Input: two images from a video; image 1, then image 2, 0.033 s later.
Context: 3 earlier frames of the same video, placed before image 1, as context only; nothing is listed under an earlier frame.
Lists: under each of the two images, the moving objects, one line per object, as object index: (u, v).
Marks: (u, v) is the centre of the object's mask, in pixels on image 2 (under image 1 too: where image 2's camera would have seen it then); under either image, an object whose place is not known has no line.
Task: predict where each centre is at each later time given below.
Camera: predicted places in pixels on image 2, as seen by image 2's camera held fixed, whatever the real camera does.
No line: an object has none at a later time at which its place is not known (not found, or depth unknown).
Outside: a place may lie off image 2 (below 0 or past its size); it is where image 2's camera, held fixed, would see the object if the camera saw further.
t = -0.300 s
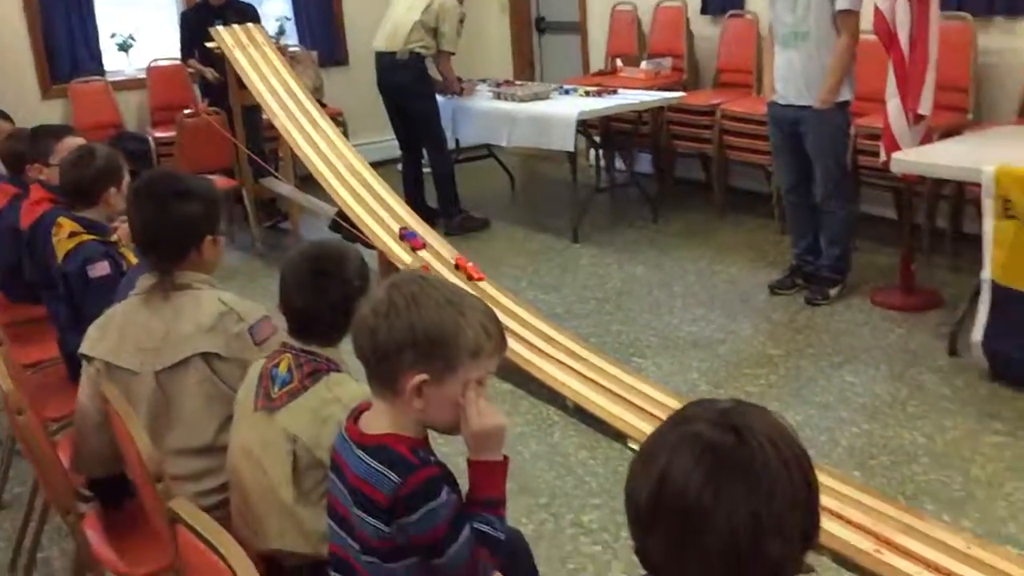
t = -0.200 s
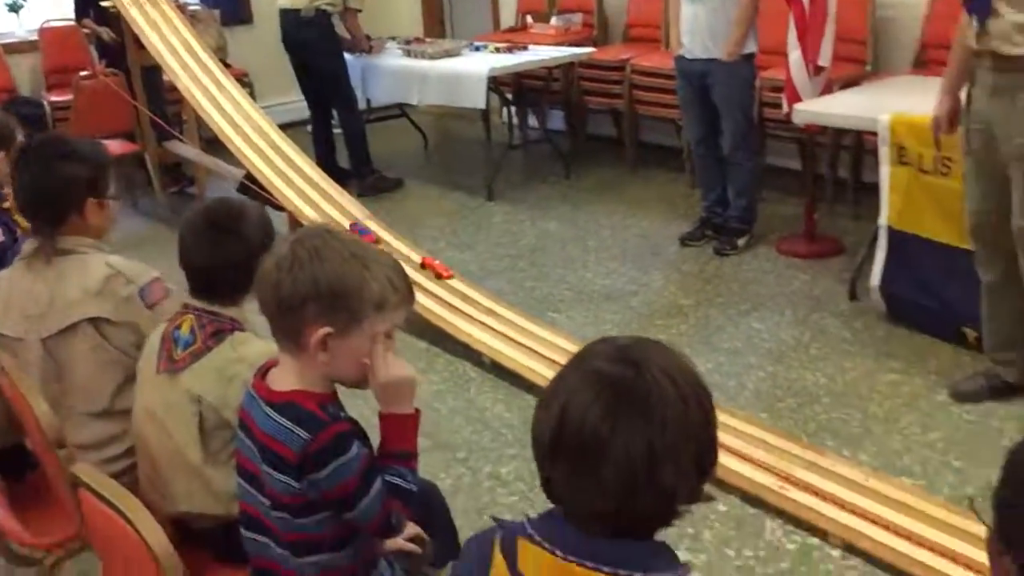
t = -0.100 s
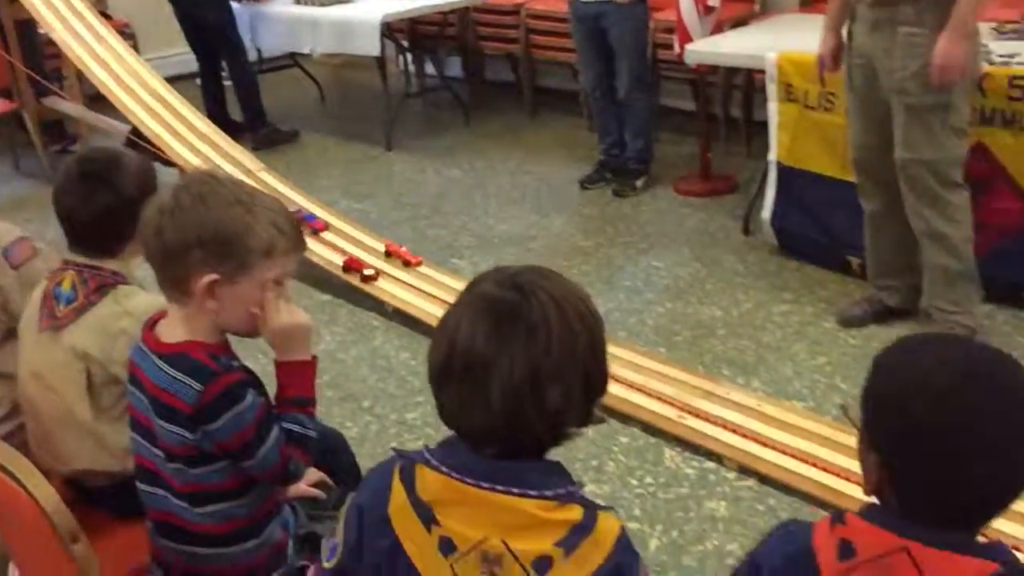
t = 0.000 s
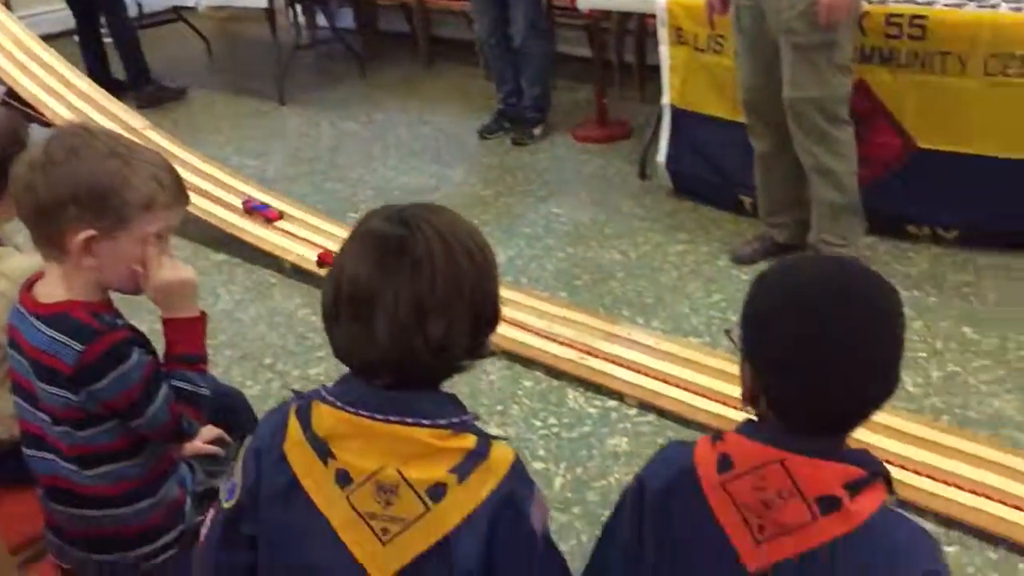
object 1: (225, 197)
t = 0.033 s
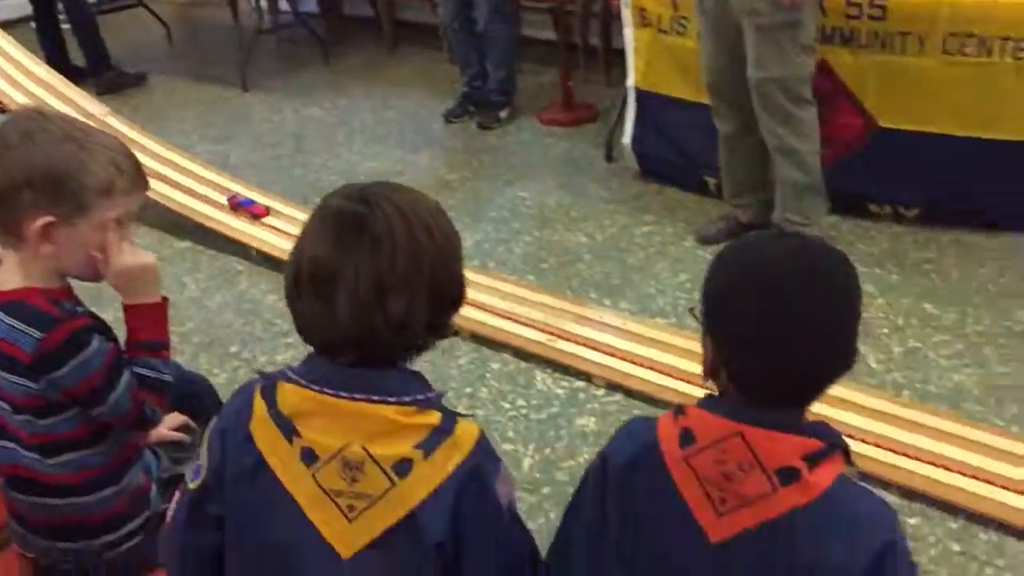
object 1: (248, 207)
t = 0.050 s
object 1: (258, 212)
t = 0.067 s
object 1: (270, 217)
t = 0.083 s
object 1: (278, 221)
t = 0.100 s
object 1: (283, 223)
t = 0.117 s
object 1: (290, 229)
